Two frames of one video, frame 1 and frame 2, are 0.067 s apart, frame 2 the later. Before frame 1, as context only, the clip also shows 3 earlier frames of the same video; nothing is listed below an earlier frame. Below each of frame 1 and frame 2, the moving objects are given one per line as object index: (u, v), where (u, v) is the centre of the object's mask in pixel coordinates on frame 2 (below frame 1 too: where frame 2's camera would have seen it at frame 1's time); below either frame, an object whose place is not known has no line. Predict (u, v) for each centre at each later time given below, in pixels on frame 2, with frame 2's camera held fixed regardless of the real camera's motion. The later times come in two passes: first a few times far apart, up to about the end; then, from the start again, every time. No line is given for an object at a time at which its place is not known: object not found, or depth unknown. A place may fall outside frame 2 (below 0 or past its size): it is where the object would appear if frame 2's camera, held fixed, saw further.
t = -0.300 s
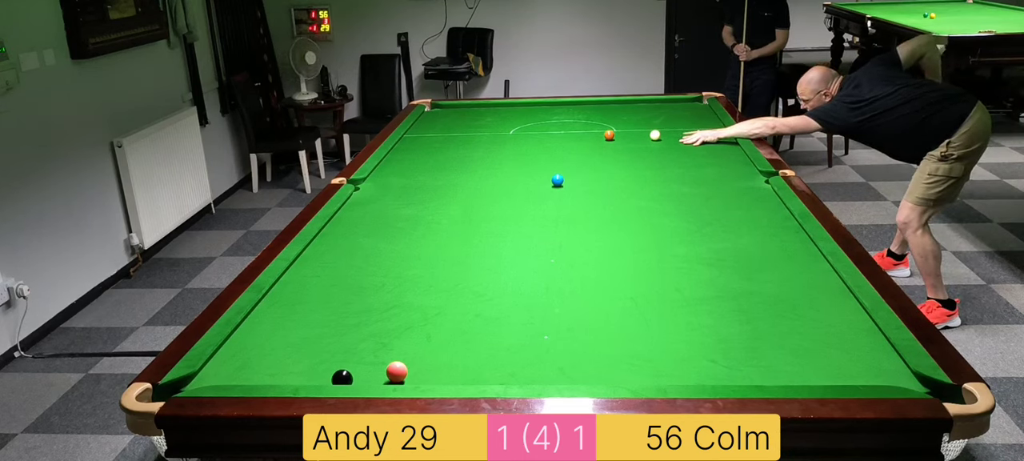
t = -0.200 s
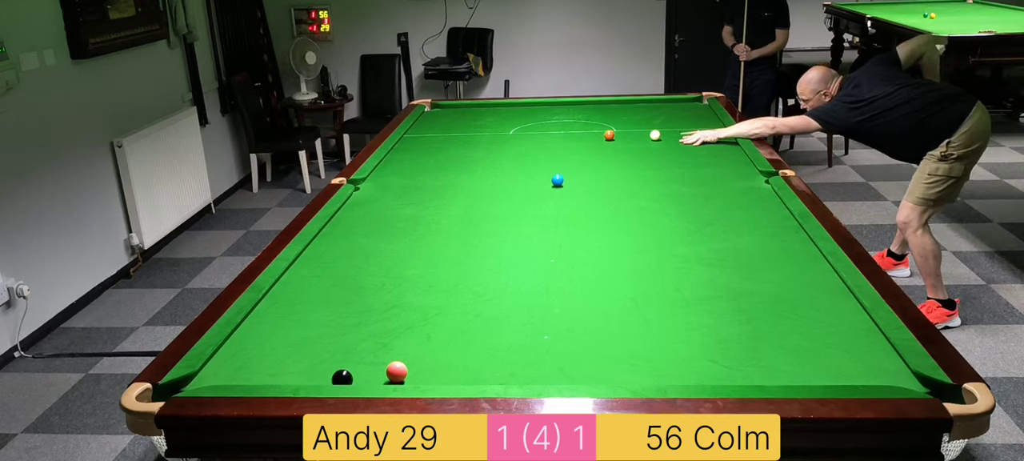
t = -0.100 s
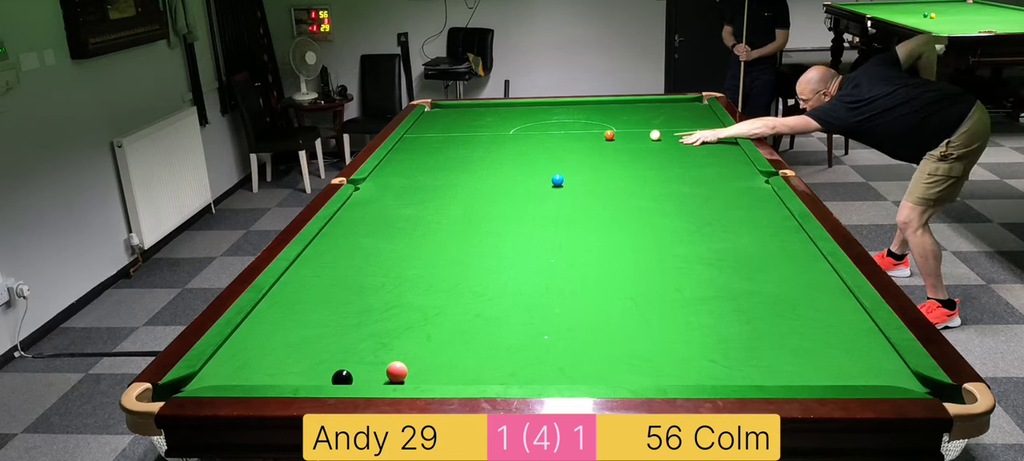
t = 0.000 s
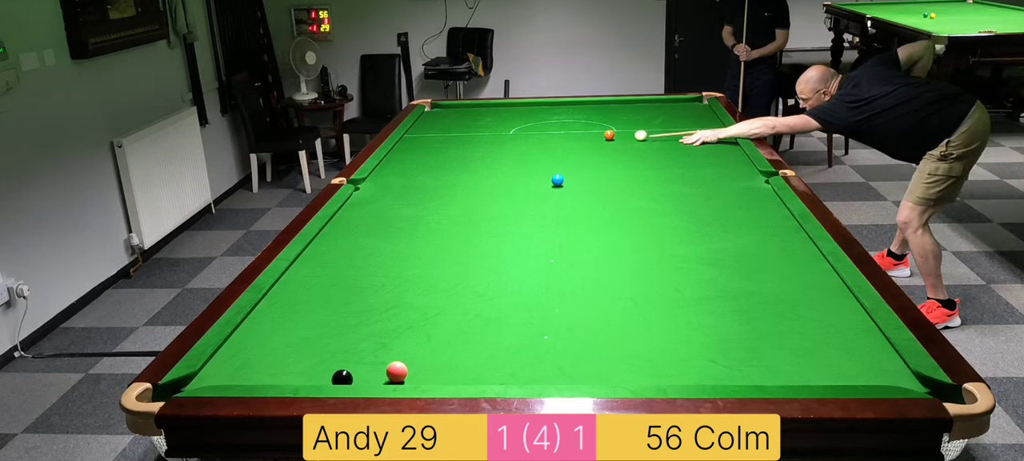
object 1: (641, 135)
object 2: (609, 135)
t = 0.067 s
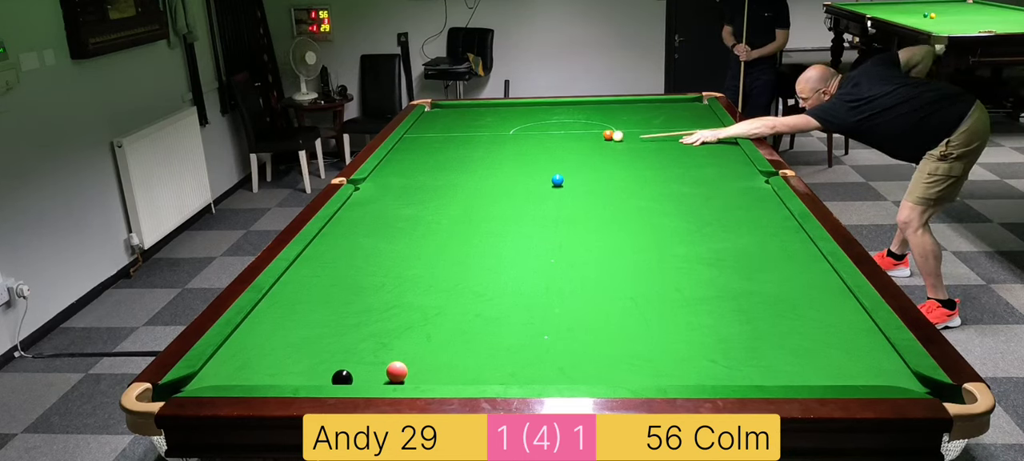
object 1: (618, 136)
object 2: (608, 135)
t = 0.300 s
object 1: (598, 144)
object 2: (561, 129)
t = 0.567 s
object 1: (575, 152)
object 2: (521, 125)
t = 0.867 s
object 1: (549, 162)
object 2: (480, 120)
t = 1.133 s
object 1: (525, 172)
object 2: (447, 116)
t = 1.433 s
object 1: (498, 182)
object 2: (437, 111)
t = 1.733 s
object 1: (469, 194)
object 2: (461, 108)
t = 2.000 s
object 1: (442, 204)
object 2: (479, 105)
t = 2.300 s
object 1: (411, 216)
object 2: (495, 107)
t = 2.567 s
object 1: (383, 227)
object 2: (508, 108)
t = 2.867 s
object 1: (351, 240)
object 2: (523, 109)
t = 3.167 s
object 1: (318, 253)
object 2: (537, 110)
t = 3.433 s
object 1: (302, 265)
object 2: (549, 111)
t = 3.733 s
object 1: (305, 278)
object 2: (561, 113)
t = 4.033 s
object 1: (308, 291)
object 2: (572, 114)
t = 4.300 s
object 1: (311, 303)
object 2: (581, 115)
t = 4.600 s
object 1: (314, 316)
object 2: (590, 115)
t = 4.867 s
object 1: (318, 328)
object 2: (597, 116)
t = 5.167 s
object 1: (322, 341)
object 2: (604, 117)
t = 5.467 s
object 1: (326, 353)
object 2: (610, 118)
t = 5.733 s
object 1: (330, 363)
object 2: (615, 118)
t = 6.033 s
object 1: (331, 371)
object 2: (619, 119)
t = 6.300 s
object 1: (330, 374)
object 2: (622, 119)
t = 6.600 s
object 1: (330, 375)
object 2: (624, 120)
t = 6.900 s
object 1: (330, 375)
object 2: (625, 120)
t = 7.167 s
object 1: (330, 375)
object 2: (625, 120)
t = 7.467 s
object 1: (330, 375)
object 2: (625, 120)
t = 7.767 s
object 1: (330, 375)
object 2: (625, 120)
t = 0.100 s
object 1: (614, 137)
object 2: (600, 134)
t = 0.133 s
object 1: (611, 138)
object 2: (593, 133)
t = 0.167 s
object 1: (608, 140)
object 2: (585, 132)
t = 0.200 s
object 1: (606, 141)
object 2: (578, 131)
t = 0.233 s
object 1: (603, 142)
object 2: (573, 131)
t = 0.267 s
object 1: (600, 143)
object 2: (566, 130)
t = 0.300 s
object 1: (598, 144)
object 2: (561, 129)
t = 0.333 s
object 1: (595, 145)
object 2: (556, 129)
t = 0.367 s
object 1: (592, 146)
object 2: (551, 128)
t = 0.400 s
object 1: (589, 147)
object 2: (545, 128)
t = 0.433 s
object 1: (586, 148)
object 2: (540, 127)
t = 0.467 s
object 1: (584, 149)
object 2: (535, 126)
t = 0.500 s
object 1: (581, 150)
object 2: (530, 126)
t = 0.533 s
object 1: (578, 151)
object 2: (525, 125)
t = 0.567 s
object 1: (575, 152)
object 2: (521, 125)
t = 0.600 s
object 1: (573, 153)
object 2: (516, 124)
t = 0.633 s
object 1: (570, 155)
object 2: (511, 123)
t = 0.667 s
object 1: (567, 156)
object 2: (507, 123)
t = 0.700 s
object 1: (564, 157)
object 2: (502, 122)
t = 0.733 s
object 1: (561, 158)
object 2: (498, 122)
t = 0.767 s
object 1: (558, 159)
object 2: (493, 121)
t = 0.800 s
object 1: (555, 160)
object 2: (488, 121)
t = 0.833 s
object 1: (552, 161)
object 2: (484, 120)
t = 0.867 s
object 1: (549, 162)
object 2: (480, 120)
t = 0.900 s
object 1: (546, 164)
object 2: (476, 119)
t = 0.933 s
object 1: (543, 164)
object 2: (471, 119)
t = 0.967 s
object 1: (541, 166)
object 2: (467, 118)
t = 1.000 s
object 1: (538, 167)
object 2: (463, 118)
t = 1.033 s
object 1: (534, 168)
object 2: (459, 117)
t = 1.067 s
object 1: (531, 169)
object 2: (455, 117)
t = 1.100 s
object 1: (528, 170)
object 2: (451, 116)
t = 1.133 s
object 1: (525, 172)
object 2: (447, 116)
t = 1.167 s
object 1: (523, 173)
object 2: (443, 115)
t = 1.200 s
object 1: (519, 174)
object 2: (439, 115)
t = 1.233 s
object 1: (516, 175)
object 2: (435, 114)
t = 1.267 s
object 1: (513, 176)
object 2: (431, 114)
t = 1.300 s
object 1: (510, 178)
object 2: (428, 113)
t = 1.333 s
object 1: (507, 179)
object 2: (427, 113)
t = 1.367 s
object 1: (504, 180)
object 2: (430, 112)
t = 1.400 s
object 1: (501, 181)
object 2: (434, 112)
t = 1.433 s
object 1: (498, 182)
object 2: (437, 111)
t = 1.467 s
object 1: (494, 184)
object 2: (440, 111)
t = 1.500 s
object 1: (491, 185)
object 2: (443, 110)
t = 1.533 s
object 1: (488, 186)
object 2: (445, 110)
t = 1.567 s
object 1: (485, 187)
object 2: (448, 110)
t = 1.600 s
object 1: (482, 189)
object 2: (451, 109)
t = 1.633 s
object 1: (479, 190)
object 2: (453, 109)
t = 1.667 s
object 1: (475, 191)
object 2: (456, 108)
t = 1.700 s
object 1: (472, 193)
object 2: (458, 108)
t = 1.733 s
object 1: (469, 194)
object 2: (461, 108)
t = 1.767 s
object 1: (465, 195)
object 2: (463, 107)
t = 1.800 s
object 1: (462, 197)
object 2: (466, 106)
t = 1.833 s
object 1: (459, 198)
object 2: (468, 106)
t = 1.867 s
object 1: (456, 199)
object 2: (471, 106)
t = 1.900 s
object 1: (452, 200)
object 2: (473, 105)
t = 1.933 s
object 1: (449, 202)
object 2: (475, 105)
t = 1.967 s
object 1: (446, 203)
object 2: (477, 105)
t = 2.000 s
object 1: (442, 204)
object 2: (479, 105)
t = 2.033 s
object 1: (439, 205)
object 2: (481, 106)
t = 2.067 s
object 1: (436, 207)
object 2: (482, 106)
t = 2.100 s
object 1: (432, 208)
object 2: (484, 106)
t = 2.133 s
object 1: (429, 209)
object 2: (486, 106)
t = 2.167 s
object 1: (425, 211)
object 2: (488, 106)
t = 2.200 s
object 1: (422, 212)
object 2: (490, 106)
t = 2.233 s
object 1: (418, 214)
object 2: (491, 106)
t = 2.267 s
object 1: (415, 215)
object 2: (493, 107)
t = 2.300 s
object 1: (411, 216)
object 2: (495, 107)
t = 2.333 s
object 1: (408, 217)
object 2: (497, 107)
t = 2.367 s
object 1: (404, 219)
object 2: (498, 107)
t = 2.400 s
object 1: (401, 220)
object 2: (500, 107)
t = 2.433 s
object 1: (397, 222)
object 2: (502, 107)
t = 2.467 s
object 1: (394, 223)
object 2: (504, 107)
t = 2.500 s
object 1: (390, 224)
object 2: (505, 107)
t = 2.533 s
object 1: (387, 226)
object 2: (507, 107)
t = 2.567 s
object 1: (383, 227)
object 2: (508, 108)
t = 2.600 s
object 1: (380, 229)
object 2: (510, 108)
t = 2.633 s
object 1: (376, 230)
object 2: (512, 108)
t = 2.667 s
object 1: (373, 231)
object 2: (514, 108)
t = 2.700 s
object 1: (369, 233)
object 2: (515, 108)
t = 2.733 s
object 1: (365, 234)
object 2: (517, 108)
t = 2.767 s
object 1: (362, 236)
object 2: (519, 108)
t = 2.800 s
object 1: (358, 237)
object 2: (520, 109)
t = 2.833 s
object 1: (354, 238)
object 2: (522, 109)
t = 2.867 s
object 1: (351, 240)
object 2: (523, 109)
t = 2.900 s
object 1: (347, 241)
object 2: (525, 109)
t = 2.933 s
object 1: (344, 243)
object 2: (526, 109)
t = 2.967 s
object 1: (340, 244)
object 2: (528, 109)
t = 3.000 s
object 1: (336, 246)
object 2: (530, 110)
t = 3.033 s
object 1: (333, 247)
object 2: (531, 110)
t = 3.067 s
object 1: (329, 248)
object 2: (532, 110)
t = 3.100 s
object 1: (325, 250)
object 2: (534, 110)
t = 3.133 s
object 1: (321, 252)
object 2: (536, 110)
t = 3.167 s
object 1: (318, 253)
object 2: (537, 110)
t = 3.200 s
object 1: (314, 255)
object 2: (538, 110)
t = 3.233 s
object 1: (311, 256)
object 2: (540, 110)
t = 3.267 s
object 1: (306, 258)
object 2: (542, 111)
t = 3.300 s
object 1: (303, 259)
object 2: (543, 111)
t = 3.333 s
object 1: (302, 260)
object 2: (545, 111)
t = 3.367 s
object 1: (302, 262)
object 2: (546, 111)
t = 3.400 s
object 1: (302, 264)
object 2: (547, 111)
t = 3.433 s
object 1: (302, 265)
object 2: (549, 111)
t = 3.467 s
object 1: (303, 266)
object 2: (550, 111)
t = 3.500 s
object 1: (303, 268)
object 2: (552, 111)
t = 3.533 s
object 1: (303, 269)
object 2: (553, 111)
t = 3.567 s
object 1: (303, 271)
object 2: (554, 112)
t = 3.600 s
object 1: (304, 272)
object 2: (556, 112)
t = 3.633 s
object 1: (304, 274)
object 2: (557, 112)
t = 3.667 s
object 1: (304, 275)
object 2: (558, 112)
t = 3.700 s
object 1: (305, 277)
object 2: (559, 112)
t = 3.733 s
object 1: (305, 278)
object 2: (561, 113)
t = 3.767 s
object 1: (305, 280)
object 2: (562, 113)
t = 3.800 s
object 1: (306, 281)
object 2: (563, 113)
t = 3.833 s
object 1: (306, 283)
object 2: (564, 113)
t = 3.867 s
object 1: (306, 284)
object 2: (566, 113)
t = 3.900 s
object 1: (306, 286)
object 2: (567, 113)
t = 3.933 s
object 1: (307, 287)
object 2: (568, 113)
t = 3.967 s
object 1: (307, 288)
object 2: (569, 113)
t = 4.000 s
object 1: (308, 290)
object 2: (570, 114)
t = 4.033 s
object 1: (308, 291)
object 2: (572, 114)
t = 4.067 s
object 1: (308, 293)
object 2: (573, 114)
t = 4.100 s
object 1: (308, 294)
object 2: (574, 114)
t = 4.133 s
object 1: (309, 296)
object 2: (575, 114)
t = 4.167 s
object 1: (309, 297)
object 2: (576, 114)
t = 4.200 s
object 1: (310, 299)
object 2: (577, 114)
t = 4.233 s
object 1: (310, 300)
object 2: (579, 114)
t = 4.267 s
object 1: (310, 302)
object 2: (580, 114)
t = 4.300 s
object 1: (311, 303)
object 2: (581, 115)
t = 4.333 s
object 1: (311, 305)
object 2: (582, 115)
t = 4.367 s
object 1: (312, 306)
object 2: (583, 115)
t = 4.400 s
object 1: (312, 308)
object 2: (584, 115)
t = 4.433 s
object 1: (313, 309)
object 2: (585, 115)
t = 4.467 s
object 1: (313, 311)
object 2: (586, 115)
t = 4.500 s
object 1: (313, 312)
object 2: (587, 115)
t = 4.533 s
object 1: (314, 313)
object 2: (588, 115)
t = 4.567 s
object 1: (314, 315)
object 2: (589, 115)
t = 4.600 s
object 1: (314, 316)
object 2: (590, 115)
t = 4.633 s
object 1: (315, 318)
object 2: (591, 116)
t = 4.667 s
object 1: (315, 319)
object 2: (592, 116)
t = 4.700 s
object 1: (316, 321)
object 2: (593, 116)
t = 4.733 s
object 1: (316, 322)
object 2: (594, 116)
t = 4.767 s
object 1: (317, 324)
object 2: (595, 116)
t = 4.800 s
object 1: (317, 325)
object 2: (595, 116)
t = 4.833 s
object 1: (318, 327)
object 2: (596, 116)
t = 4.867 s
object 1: (318, 328)
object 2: (597, 116)
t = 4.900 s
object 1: (318, 329)
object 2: (598, 116)
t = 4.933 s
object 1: (319, 331)
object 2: (599, 116)
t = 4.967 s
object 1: (319, 332)
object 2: (600, 117)
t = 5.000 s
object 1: (320, 334)
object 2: (601, 117)
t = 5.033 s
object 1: (320, 335)
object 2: (601, 117)
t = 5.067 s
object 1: (321, 337)
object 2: (602, 117)
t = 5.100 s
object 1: (321, 338)
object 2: (603, 117)
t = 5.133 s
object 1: (322, 339)
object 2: (603, 117)
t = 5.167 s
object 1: (322, 341)
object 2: (604, 117)
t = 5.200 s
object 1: (323, 342)
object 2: (605, 117)
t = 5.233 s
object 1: (323, 344)
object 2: (606, 117)
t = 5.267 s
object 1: (324, 345)
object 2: (606, 117)
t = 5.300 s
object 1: (324, 346)
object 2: (607, 117)
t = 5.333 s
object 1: (324, 348)
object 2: (608, 117)
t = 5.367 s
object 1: (325, 349)
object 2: (608, 117)
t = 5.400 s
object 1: (325, 350)
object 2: (609, 118)
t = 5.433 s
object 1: (326, 352)
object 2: (610, 118)
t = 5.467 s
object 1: (326, 353)
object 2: (610, 118)
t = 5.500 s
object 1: (327, 354)
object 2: (611, 118)
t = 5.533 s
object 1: (327, 355)
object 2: (612, 118)
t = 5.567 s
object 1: (327, 357)
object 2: (612, 118)
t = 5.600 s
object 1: (328, 358)
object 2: (613, 118)
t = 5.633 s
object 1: (328, 359)
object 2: (613, 118)
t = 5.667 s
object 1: (329, 361)
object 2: (614, 118)
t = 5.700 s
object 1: (329, 362)
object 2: (615, 118)
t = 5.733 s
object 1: (330, 363)
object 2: (615, 118)
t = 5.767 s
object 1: (330, 364)
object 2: (616, 118)
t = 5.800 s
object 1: (330, 365)
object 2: (616, 118)
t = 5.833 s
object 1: (330, 366)
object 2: (616, 118)
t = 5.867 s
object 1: (331, 367)
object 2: (617, 118)
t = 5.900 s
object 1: (331, 368)
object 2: (618, 119)
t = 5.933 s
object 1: (331, 368)
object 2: (618, 118)
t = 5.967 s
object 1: (331, 369)
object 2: (619, 119)
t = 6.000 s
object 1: (331, 370)
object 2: (619, 119)
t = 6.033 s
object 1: (331, 371)
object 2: (619, 119)
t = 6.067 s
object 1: (331, 371)
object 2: (620, 119)
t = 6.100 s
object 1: (331, 372)
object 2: (620, 119)
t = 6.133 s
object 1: (331, 372)
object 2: (620, 119)
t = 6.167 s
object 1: (331, 373)
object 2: (621, 119)
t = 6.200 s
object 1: (331, 373)
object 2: (621, 119)
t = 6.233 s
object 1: (330, 373)
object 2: (621, 119)
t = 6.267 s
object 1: (330, 374)
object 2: (622, 119)
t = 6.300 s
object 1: (330, 374)
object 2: (622, 119)
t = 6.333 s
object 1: (330, 374)
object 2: (622, 119)
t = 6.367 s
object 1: (330, 374)
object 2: (622, 119)
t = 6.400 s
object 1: (330, 374)
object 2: (623, 119)
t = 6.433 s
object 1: (330, 375)
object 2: (623, 119)
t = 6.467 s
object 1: (330, 375)
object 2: (623, 120)
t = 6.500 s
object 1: (330, 375)
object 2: (623, 120)
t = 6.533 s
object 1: (330, 375)
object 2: (624, 119)
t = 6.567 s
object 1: (330, 375)
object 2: (624, 119)
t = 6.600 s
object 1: (330, 375)
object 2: (624, 120)
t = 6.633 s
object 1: (330, 375)
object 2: (624, 120)
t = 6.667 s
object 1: (330, 375)
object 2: (624, 120)
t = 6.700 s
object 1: (330, 375)
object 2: (624, 120)
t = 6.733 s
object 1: (330, 375)
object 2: (625, 120)
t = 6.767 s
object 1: (330, 375)
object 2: (625, 120)
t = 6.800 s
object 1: (330, 375)
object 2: (625, 120)
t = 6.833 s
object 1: (330, 375)
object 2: (625, 120)
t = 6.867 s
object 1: (330, 375)
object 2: (625, 120)
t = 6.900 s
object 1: (330, 375)
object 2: (625, 120)
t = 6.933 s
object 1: (330, 375)
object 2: (625, 120)
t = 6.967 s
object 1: (330, 375)
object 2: (625, 120)
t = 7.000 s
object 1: (330, 375)
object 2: (625, 120)
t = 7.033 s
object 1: (330, 375)
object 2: (625, 120)
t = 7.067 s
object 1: (330, 375)
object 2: (625, 120)
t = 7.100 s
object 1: (330, 375)
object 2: (625, 120)
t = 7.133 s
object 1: (330, 375)
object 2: (625, 120)
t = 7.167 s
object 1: (330, 375)
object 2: (625, 120)
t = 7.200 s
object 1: (330, 375)
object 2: (625, 120)
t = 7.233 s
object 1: (330, 375)
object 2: (625, 120)
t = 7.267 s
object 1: (330, 375)
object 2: (625, 120)
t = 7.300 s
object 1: (330, 375)
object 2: (625, 120)
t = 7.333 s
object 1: (330, 375)
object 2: (625, 120)
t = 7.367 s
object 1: (330, 375)
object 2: (625, 120)
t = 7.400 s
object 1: (330, 375)
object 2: (625, 120)
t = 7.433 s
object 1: (330, 375)
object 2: (625, 120)
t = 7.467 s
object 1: (330, 375)
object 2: (625, 120)
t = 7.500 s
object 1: (330, 375)
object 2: (625, 120)
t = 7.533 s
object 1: (330, 375)
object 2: (625, 120)
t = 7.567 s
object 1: (330, 375)
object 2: (625, 120)
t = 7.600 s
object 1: (330, 375)
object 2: (625, 120)
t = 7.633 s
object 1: (330, 375)
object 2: (625, 120)
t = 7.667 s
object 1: (330, 375)
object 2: (625, 120)
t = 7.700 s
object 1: (330, 375)
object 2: (625, 120)
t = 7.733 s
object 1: (330, 375)
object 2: (625, 120)
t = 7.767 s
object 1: (330, 375)
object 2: (625, 120)
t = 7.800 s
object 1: (330, 375)
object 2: (625, 120)
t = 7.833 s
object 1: (330, 375)
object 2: (625, 120)
